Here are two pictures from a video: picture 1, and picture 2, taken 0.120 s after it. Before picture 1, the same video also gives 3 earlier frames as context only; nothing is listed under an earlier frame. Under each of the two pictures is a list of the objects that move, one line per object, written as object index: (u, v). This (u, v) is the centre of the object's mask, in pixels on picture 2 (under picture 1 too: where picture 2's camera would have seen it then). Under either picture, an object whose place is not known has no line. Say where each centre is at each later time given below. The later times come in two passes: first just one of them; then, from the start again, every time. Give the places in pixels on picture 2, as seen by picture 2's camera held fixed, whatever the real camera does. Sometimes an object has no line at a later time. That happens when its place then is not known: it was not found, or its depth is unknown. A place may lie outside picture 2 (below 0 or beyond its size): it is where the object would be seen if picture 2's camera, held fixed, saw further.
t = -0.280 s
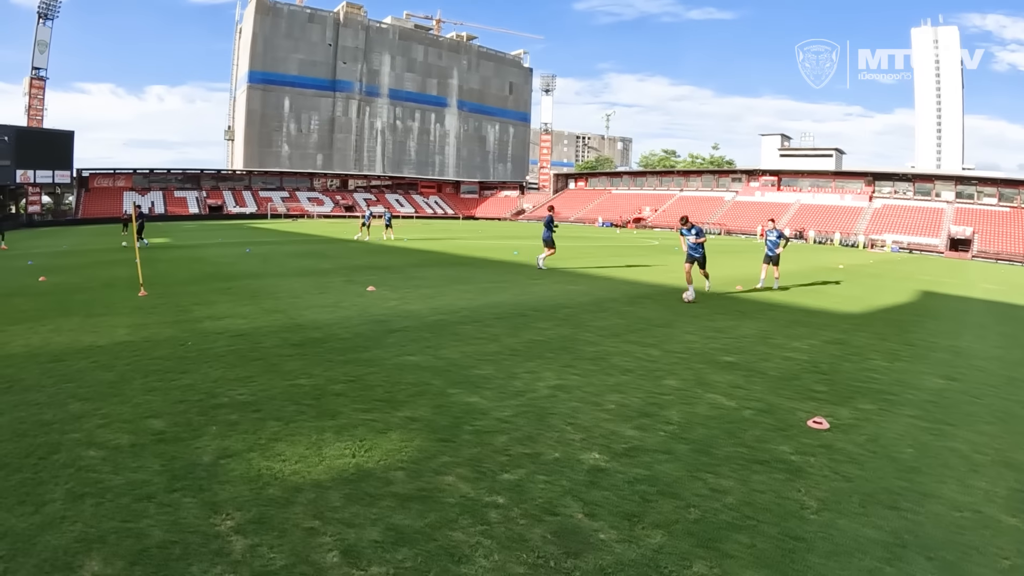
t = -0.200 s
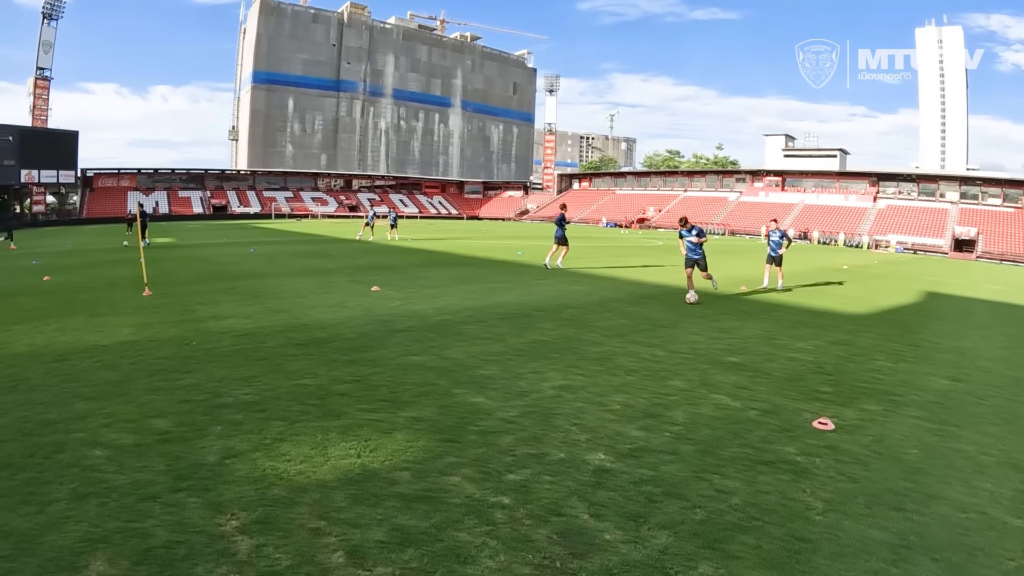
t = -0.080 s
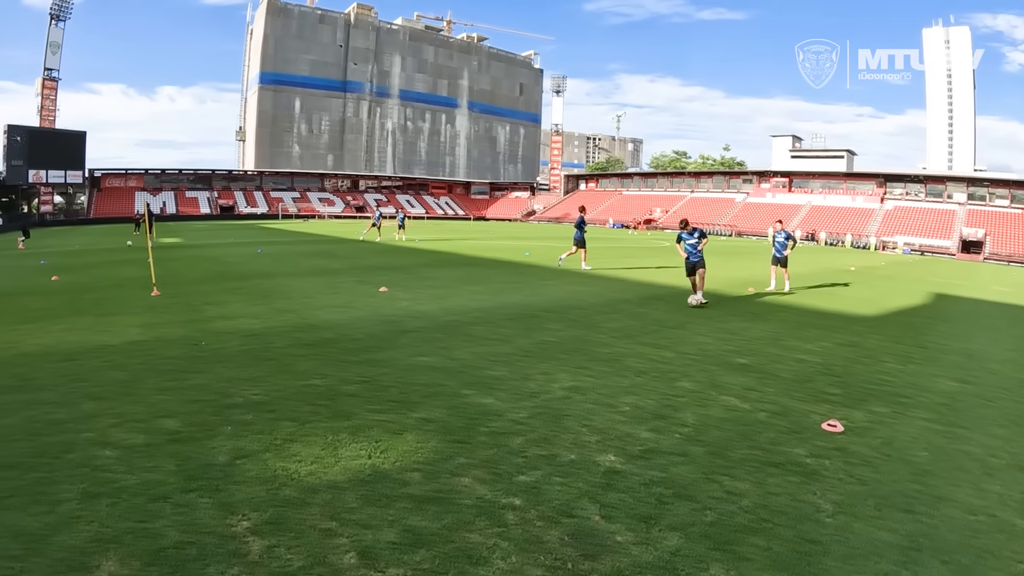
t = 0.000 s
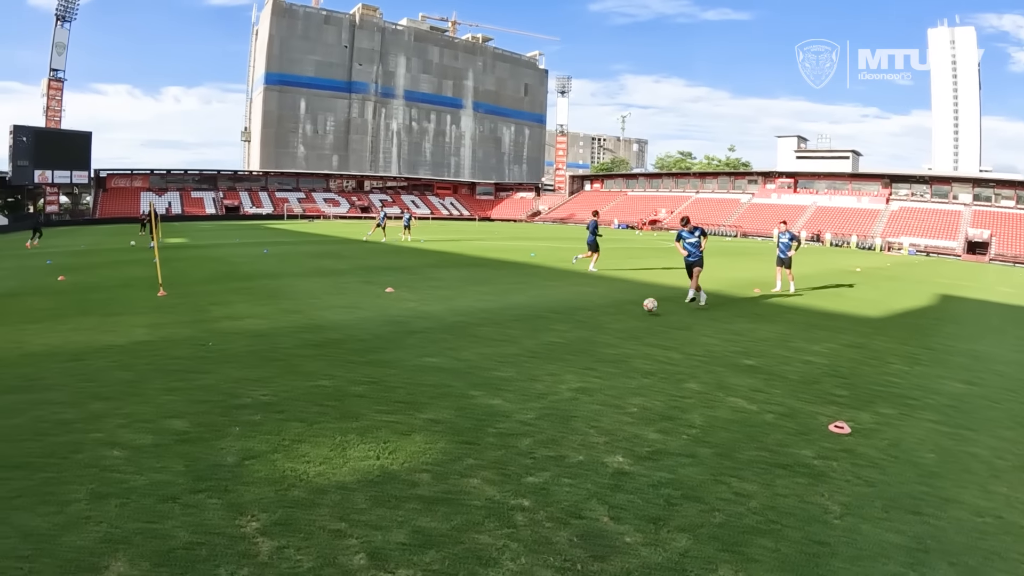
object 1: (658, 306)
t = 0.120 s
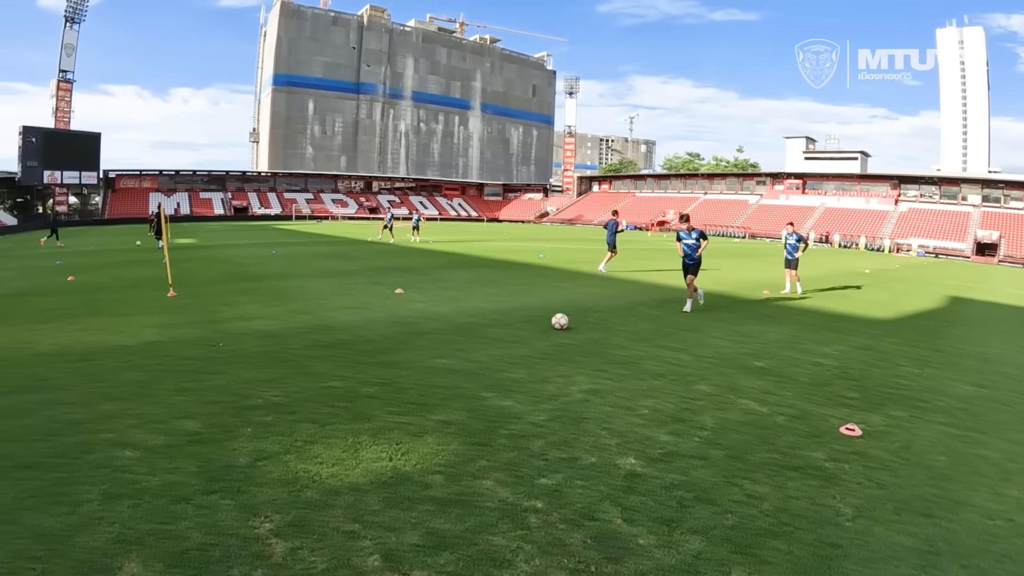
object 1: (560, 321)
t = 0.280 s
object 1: (388, 335)
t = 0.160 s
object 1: (523, 323)
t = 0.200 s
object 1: (482, 325)
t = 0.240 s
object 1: (437, 329)
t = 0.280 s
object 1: (388, 335)
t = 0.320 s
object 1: (337, 343)
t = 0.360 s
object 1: (290, 343)
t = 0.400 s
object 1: (242, 342)
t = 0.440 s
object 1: (194, 343)
